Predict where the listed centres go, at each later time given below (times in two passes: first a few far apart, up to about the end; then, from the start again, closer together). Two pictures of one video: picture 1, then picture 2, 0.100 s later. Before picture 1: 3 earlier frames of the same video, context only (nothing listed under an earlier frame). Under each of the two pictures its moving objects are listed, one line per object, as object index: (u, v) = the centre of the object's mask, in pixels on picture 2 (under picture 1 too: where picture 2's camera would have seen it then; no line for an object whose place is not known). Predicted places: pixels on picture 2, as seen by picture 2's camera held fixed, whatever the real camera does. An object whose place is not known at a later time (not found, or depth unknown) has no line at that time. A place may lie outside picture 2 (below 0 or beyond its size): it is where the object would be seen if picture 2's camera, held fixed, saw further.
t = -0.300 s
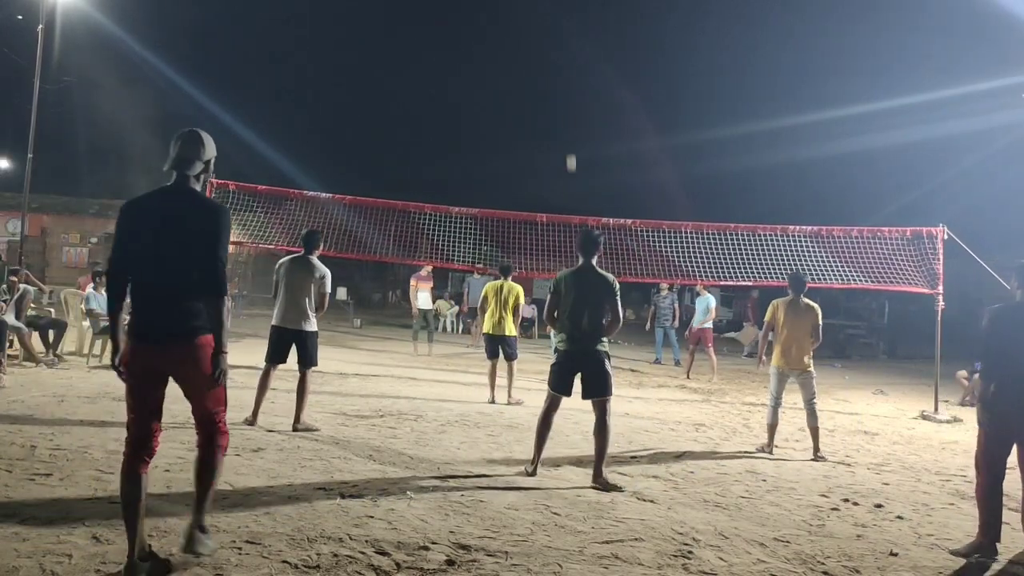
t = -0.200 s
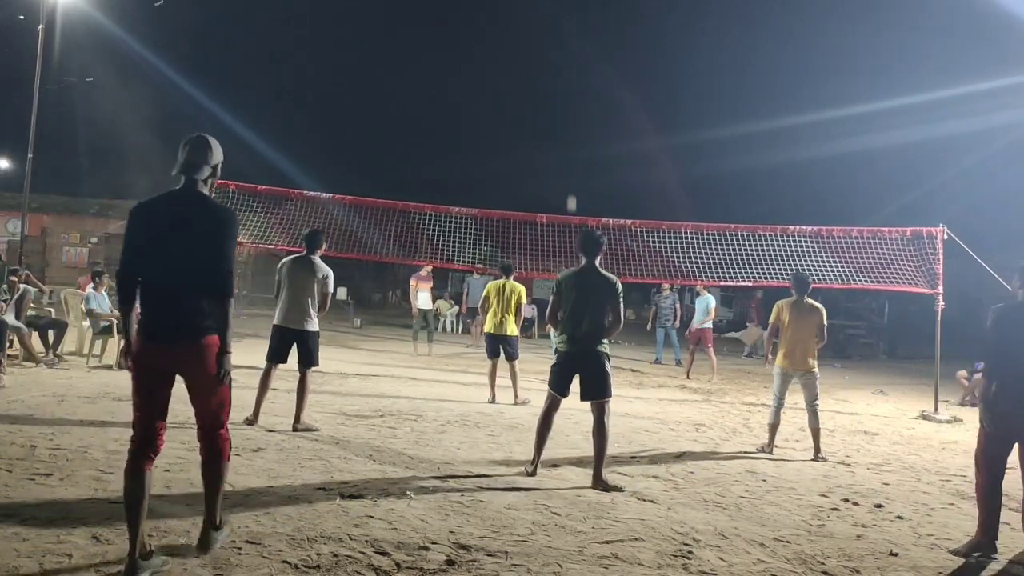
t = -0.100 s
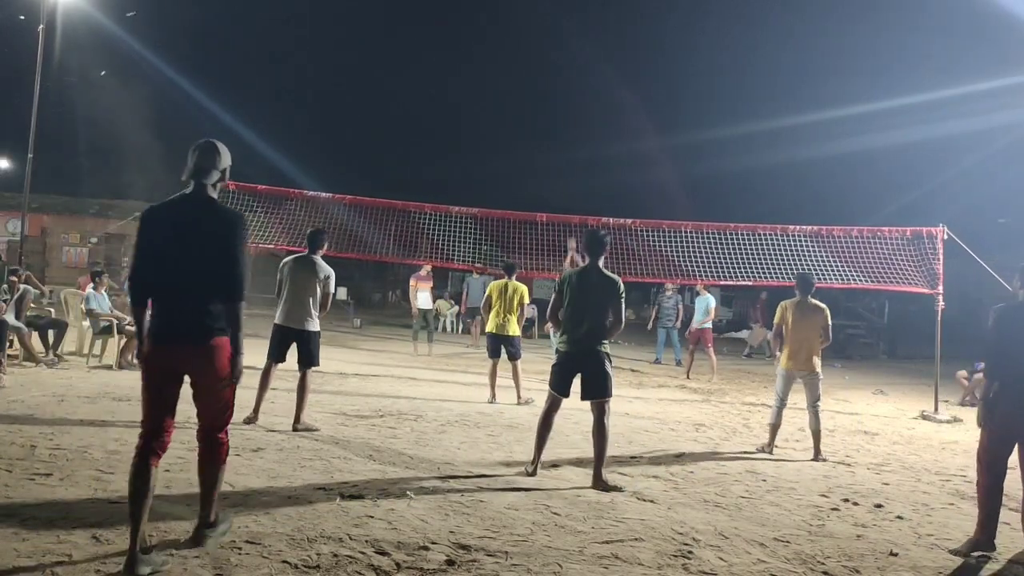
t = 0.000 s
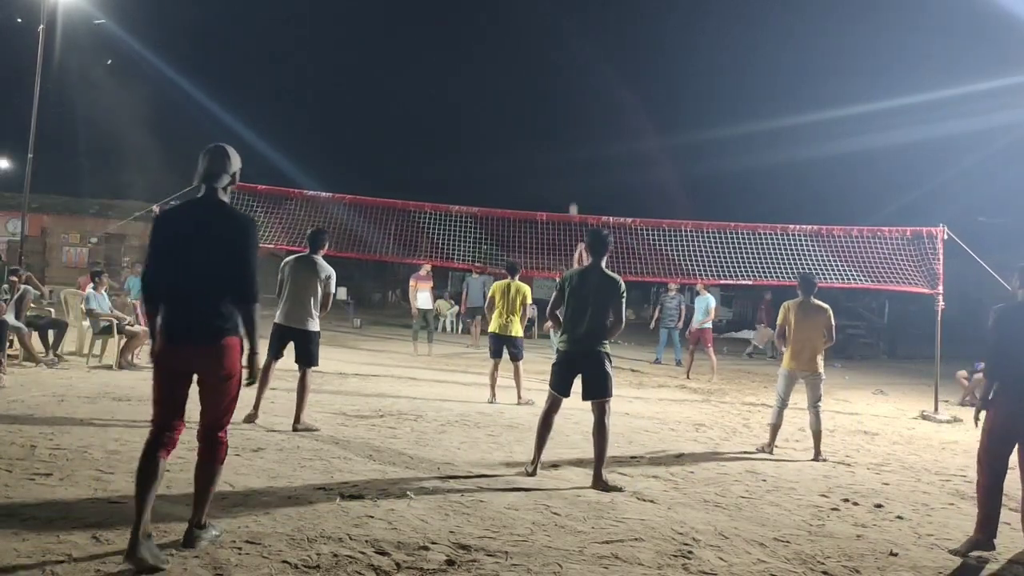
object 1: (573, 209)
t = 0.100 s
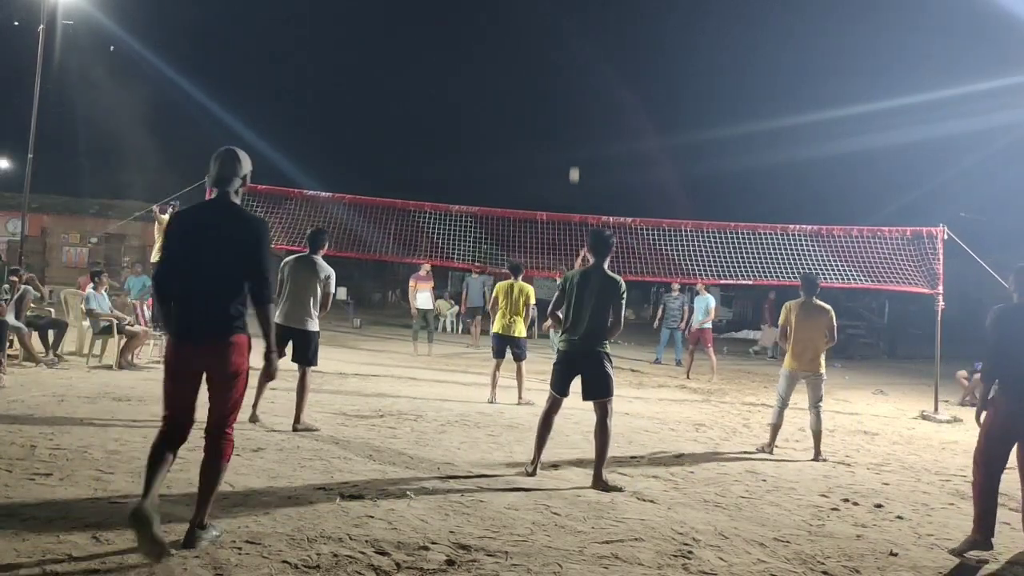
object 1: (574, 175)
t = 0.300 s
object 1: (573, 111)
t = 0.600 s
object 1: (564, 43)
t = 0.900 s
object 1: (538, 28)
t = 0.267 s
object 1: (573, 121)
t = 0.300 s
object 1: (573, 111)
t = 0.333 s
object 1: (573, 102)
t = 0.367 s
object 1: (572, 94)
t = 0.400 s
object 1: (571, 85)
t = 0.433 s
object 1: (570, 76)
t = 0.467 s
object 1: (570, 68)
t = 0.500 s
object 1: (568, 61)
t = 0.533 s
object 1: (567, 55)
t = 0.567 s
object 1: (565, 49)
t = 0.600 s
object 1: (564, 43)
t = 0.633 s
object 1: (562, 38)
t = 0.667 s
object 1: (560, 34)
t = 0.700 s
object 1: (557, 31)
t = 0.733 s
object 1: (555, 28)
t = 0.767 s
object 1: (552, 26)
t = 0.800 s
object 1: (549, 25)
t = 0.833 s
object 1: (545, 25)
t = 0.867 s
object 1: (541, 26)
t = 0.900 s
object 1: (538, 28)
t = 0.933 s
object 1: (533, 32)
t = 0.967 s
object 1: (529, 36)
